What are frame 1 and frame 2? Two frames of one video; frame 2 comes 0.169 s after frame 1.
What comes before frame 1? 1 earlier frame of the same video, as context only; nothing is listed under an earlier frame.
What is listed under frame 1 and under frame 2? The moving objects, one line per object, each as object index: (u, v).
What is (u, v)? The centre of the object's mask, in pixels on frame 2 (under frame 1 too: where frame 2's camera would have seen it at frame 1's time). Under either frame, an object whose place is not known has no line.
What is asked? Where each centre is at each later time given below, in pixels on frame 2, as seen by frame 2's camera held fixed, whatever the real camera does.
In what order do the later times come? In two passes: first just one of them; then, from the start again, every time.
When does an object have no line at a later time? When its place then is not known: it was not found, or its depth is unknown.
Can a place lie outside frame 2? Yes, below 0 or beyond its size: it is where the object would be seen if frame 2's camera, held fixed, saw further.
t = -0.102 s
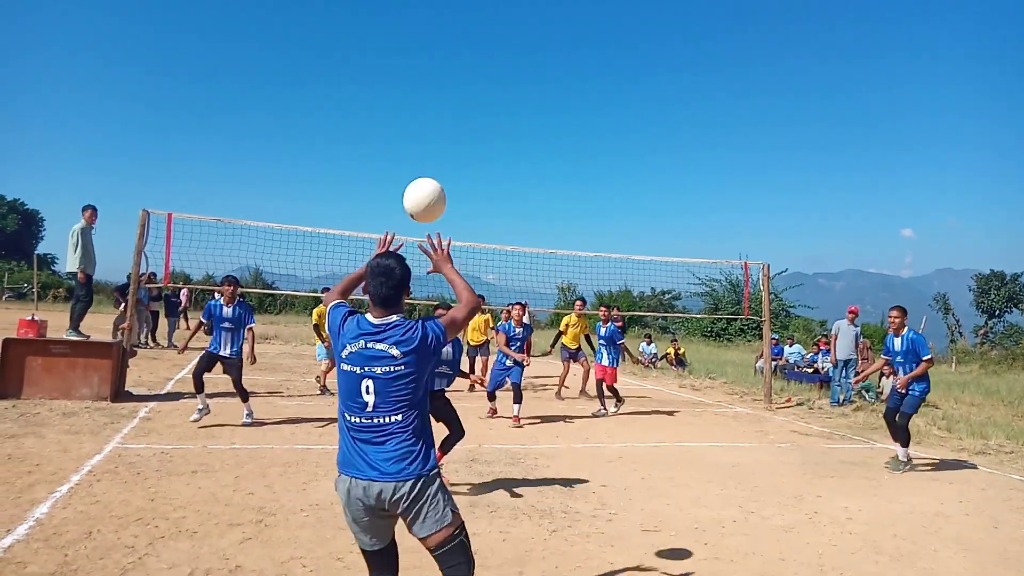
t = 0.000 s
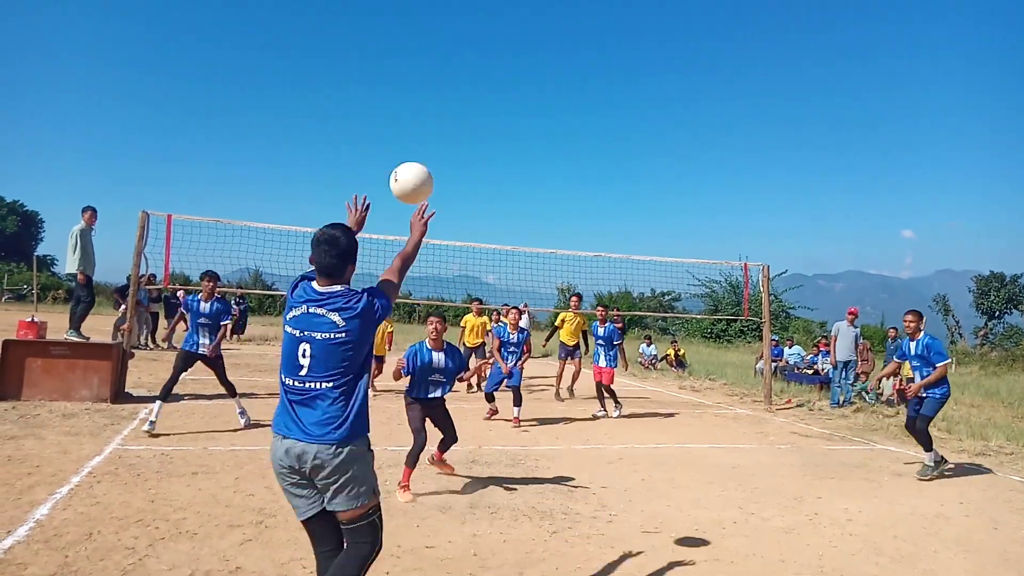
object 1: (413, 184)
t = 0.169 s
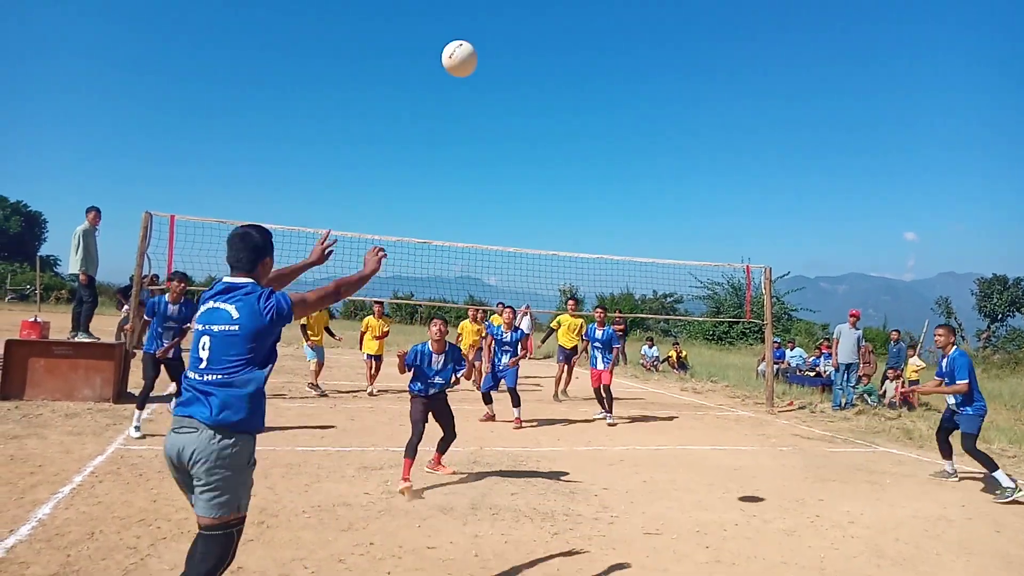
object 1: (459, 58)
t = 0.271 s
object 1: (480, 21)
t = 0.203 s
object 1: (467, 44)
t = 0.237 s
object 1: (473, 31)
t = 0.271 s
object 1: (480, 21)
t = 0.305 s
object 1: (486, 17)
